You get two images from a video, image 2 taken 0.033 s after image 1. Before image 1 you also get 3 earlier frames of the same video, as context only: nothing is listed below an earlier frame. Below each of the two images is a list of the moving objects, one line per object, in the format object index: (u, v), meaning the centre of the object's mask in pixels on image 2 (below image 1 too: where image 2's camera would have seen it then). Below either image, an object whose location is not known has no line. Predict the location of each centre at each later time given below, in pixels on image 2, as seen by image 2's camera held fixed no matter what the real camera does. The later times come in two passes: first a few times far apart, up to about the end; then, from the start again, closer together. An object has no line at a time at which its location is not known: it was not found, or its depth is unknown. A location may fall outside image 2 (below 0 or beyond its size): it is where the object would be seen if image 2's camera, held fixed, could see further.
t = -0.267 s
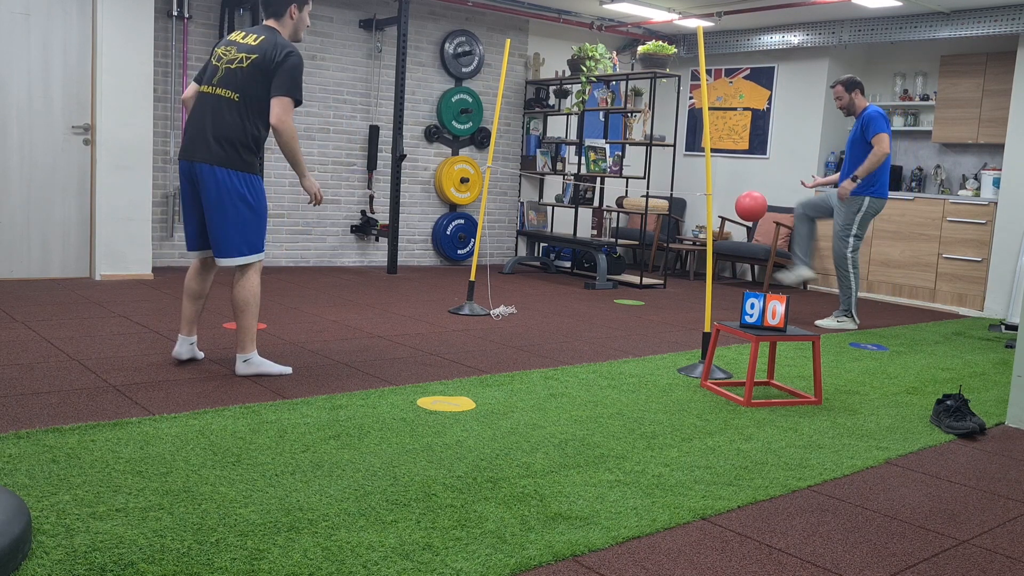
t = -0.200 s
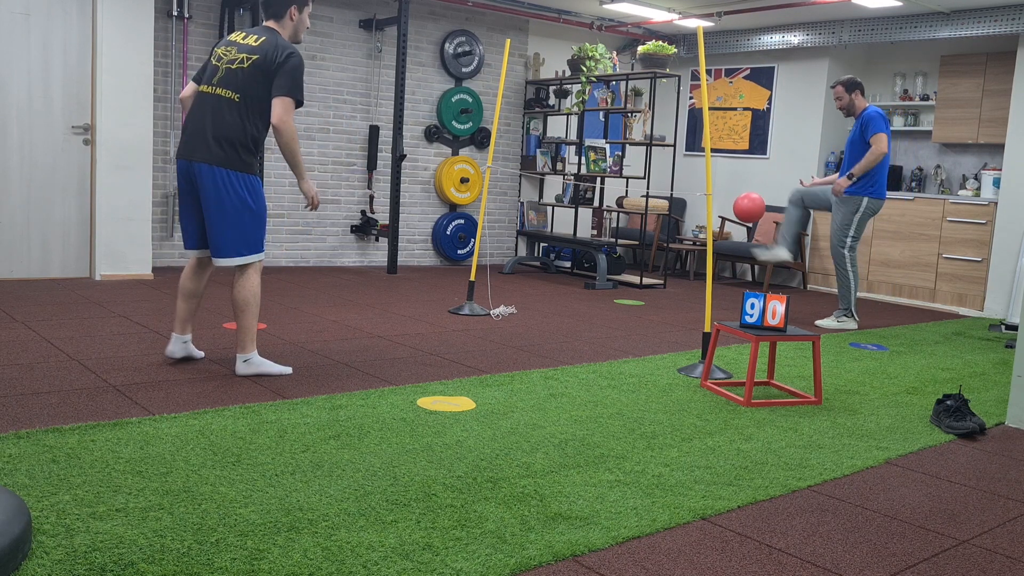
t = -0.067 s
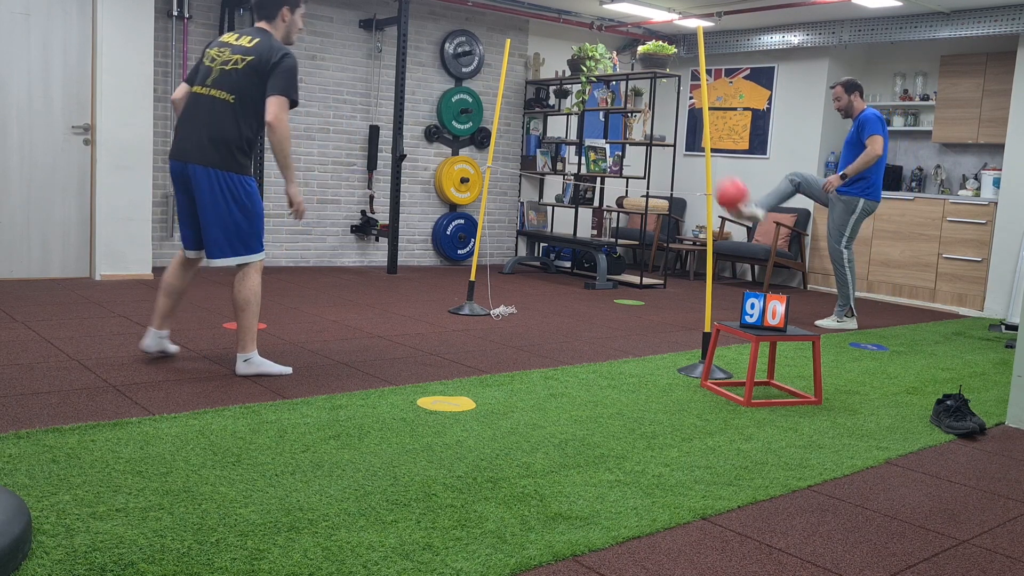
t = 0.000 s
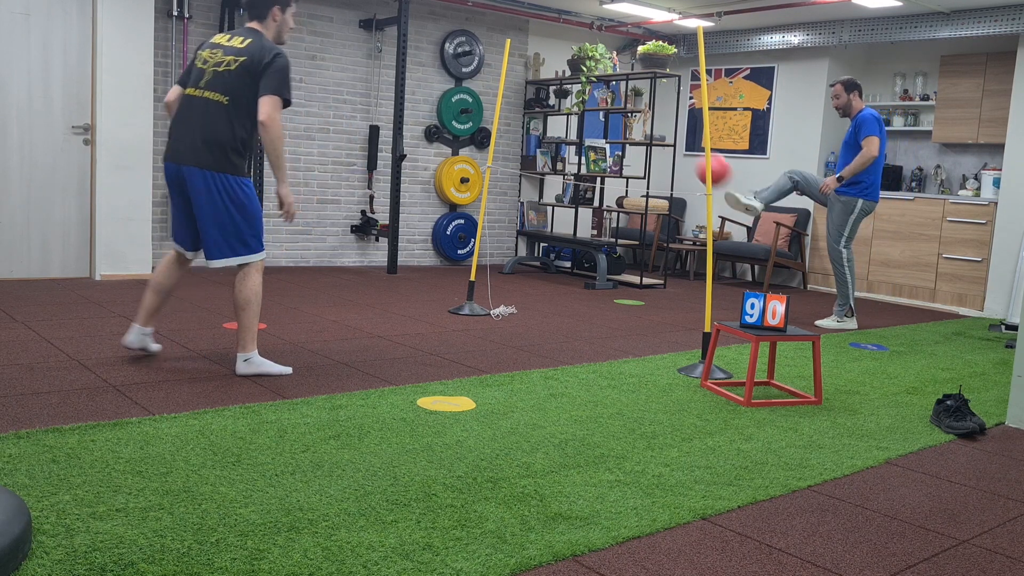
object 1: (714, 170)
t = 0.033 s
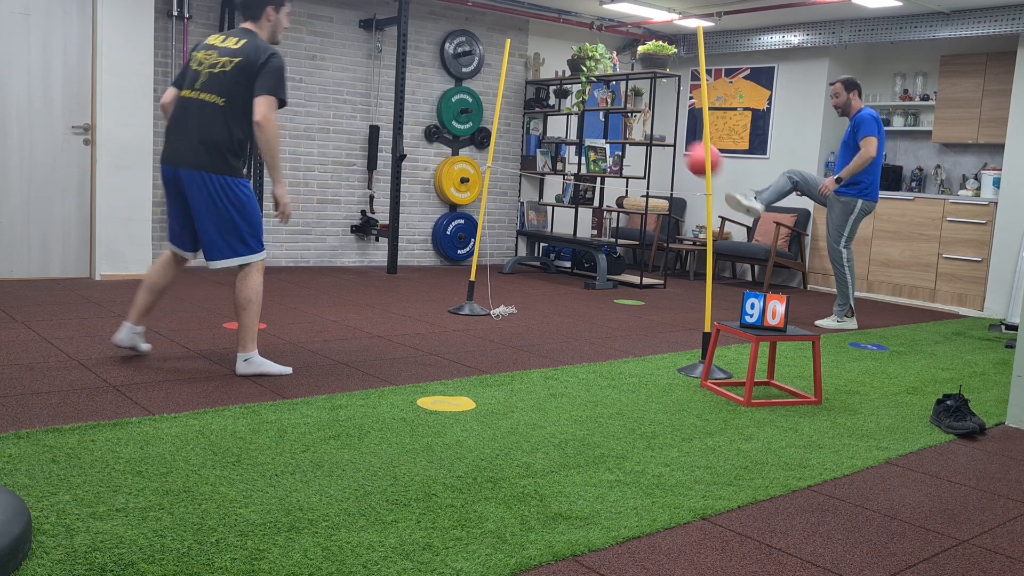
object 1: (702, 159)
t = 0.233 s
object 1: (643, 135)
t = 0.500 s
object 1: (545, 219)
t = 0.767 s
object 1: (458, 293)
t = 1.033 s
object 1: (398, 199)
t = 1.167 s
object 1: (363, 209)
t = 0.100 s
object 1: (683, 144)
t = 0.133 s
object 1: (674, 139)
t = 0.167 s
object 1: (663, 136)
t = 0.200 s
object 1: (653, 135)
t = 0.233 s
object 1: (643, 135)
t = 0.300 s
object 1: (621, 143)
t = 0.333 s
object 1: (609, 150)
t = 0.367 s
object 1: (598, 159)
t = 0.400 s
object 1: (586, 169)
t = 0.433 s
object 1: (573, 183)
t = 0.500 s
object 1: (545, 219)
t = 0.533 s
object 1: (533, 236)
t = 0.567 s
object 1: (518, 262)
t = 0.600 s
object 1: (505, 284)
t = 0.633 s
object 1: (492, 313)
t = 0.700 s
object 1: (471, 338)
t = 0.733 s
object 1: (465, 316)
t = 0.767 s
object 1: (458, 293)
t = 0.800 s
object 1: (453, 277)
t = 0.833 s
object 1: (447, 259)
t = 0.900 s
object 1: (433, 229)
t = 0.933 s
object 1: (424, 217)
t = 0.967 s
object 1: (415, 208)
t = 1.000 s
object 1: (407, 203)
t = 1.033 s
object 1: (398, 199)
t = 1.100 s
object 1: (381, 200)
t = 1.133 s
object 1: (372, 203)
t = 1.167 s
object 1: (363, 209)
